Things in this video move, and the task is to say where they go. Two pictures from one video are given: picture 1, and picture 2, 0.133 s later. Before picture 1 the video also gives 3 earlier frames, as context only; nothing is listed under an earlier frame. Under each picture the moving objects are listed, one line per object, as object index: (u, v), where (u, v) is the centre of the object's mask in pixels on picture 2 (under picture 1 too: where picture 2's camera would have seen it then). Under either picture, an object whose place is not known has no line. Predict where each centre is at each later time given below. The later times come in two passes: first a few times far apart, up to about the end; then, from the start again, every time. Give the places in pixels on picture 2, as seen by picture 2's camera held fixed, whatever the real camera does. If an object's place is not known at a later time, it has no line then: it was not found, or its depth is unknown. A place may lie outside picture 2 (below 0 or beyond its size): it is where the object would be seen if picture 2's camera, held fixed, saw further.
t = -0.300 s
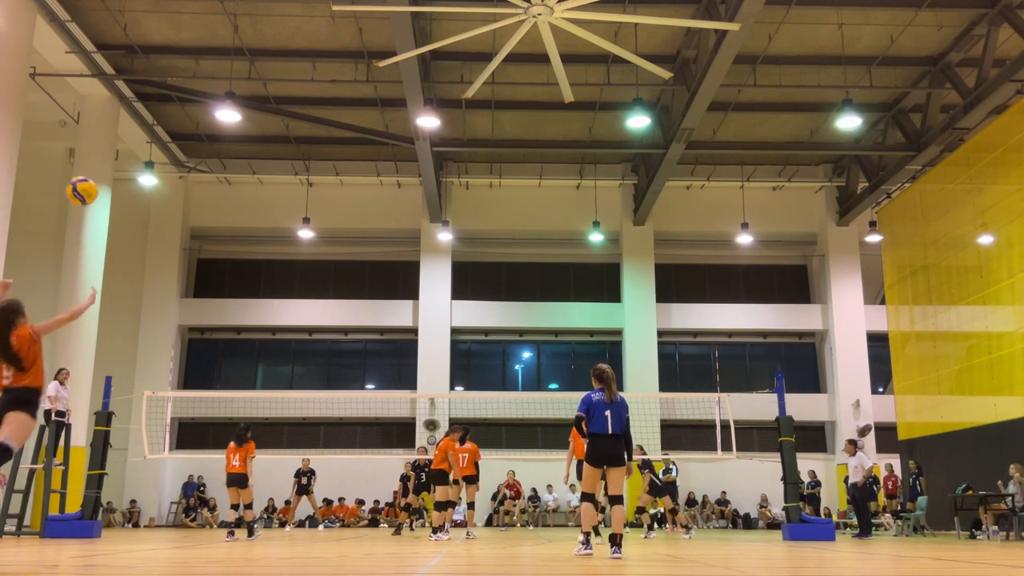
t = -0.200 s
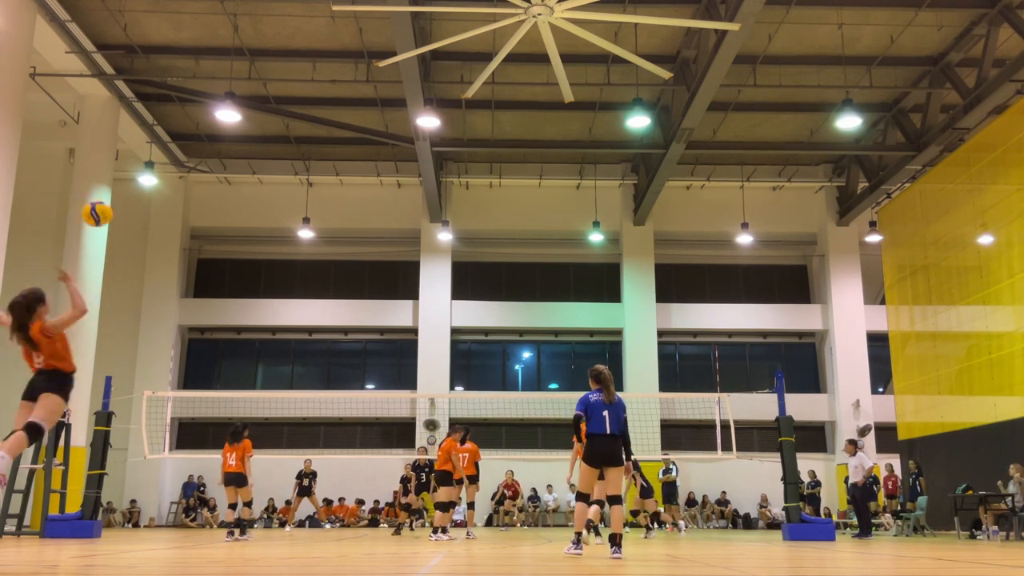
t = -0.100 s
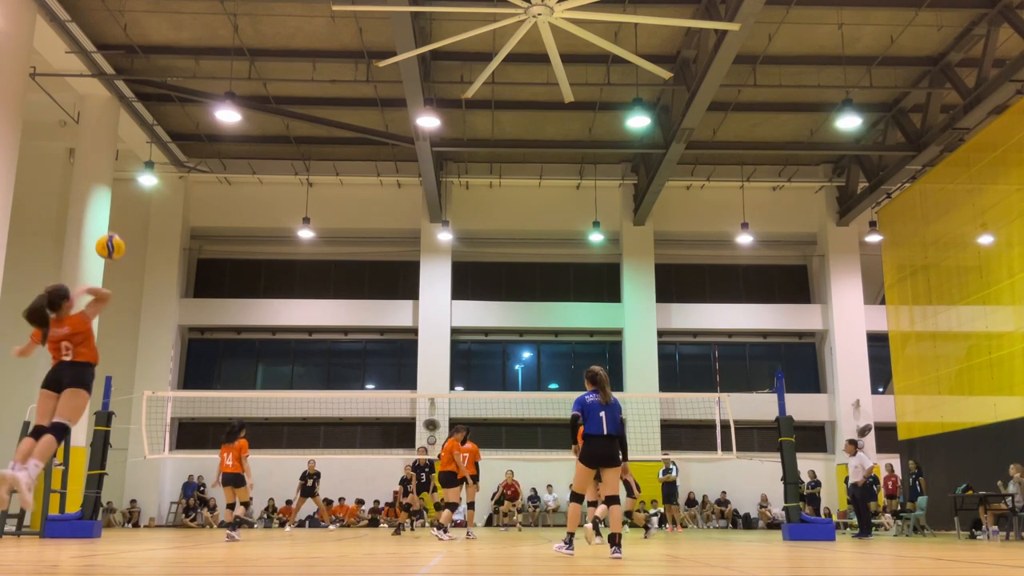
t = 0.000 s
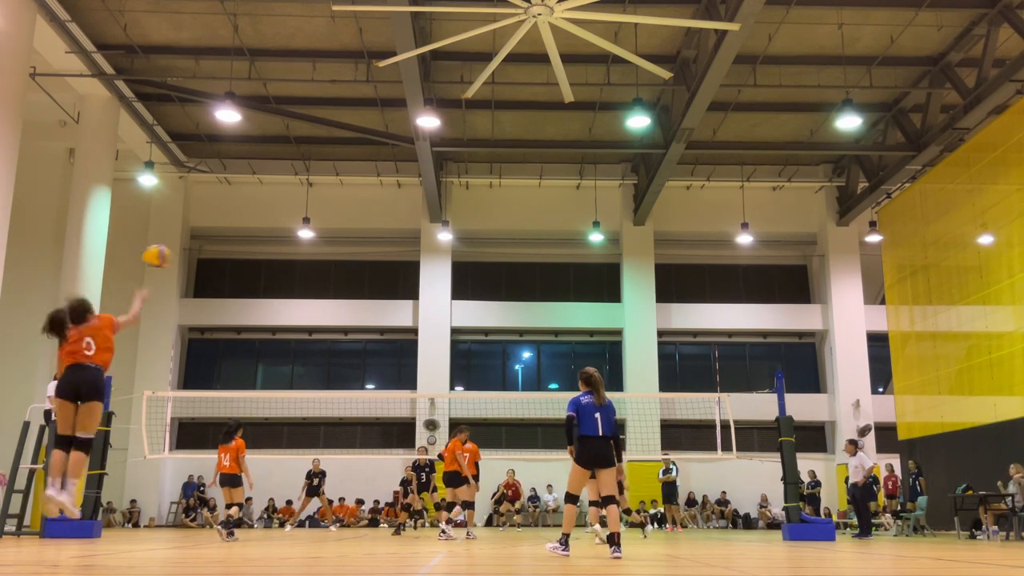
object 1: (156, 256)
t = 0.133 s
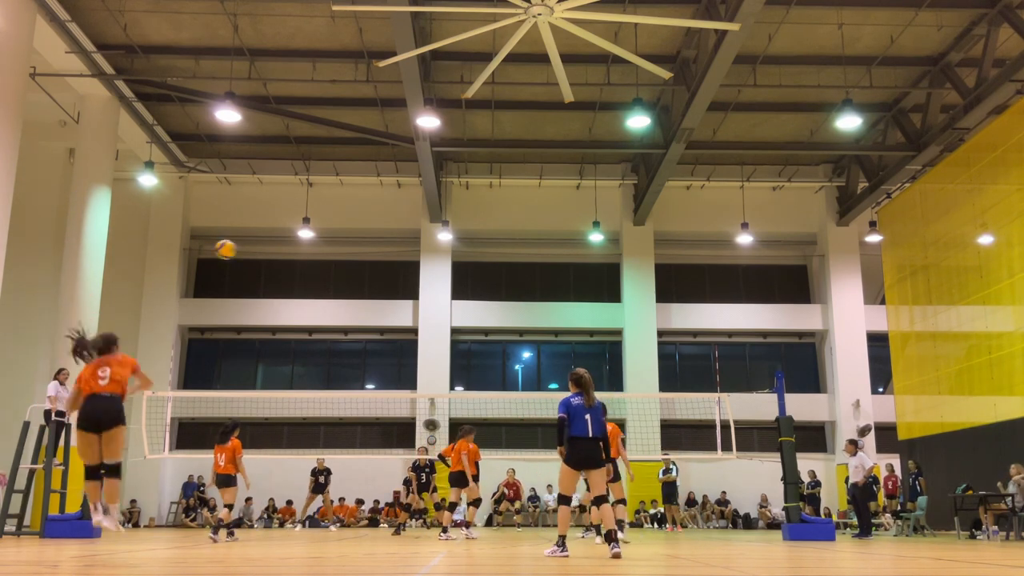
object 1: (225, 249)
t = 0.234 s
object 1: (259, 253)
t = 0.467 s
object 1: (313, 283)
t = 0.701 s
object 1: (345, 330)
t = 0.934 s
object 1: (365, 389)
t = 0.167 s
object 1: (238, 250)
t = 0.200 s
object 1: (249, 251)
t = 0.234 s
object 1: (259, 253)
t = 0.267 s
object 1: (270, 257)
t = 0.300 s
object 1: (279, 260)
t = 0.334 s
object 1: (287, 264)
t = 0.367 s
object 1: (294, 268)
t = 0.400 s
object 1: (302, 273)
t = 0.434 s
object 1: (308, 278)
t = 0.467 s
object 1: (313, 283)
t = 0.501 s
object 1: (319, 290)
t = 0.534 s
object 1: (324, 295)
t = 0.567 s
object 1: (329, 301)
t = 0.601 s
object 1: (333, 308)
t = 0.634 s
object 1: (338, 315)
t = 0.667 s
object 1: (342, 323)
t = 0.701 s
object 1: (345, 330)
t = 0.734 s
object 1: (349, 338)
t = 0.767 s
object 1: (352, 345)
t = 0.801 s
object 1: (355, 354)
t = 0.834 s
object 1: (358, 363)
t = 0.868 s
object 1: (361, 371)
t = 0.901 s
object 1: (363, 380)
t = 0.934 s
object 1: (365, 389)
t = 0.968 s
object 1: (367, 400)
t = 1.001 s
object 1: (369, 409)
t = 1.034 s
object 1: (370, 419)
